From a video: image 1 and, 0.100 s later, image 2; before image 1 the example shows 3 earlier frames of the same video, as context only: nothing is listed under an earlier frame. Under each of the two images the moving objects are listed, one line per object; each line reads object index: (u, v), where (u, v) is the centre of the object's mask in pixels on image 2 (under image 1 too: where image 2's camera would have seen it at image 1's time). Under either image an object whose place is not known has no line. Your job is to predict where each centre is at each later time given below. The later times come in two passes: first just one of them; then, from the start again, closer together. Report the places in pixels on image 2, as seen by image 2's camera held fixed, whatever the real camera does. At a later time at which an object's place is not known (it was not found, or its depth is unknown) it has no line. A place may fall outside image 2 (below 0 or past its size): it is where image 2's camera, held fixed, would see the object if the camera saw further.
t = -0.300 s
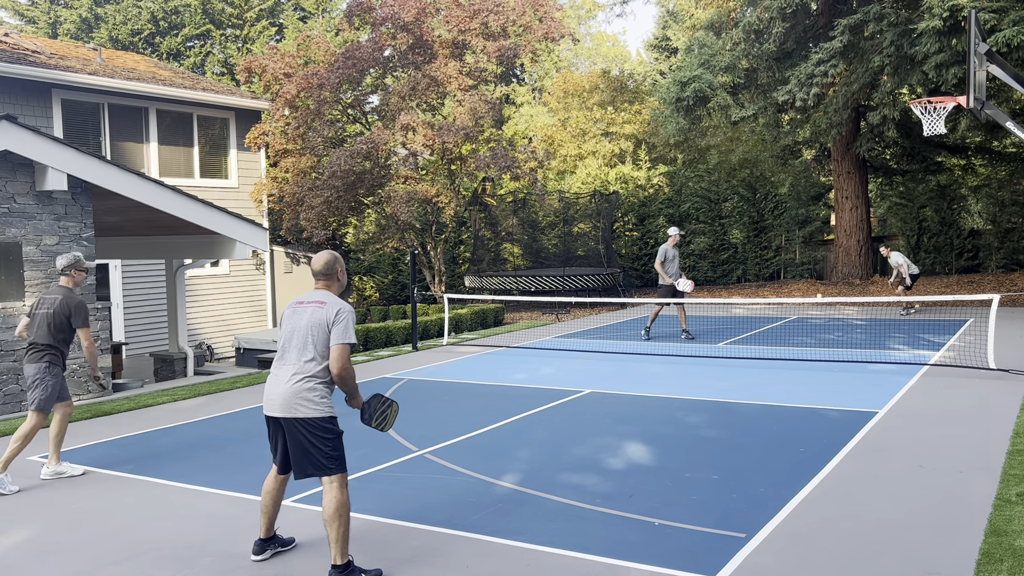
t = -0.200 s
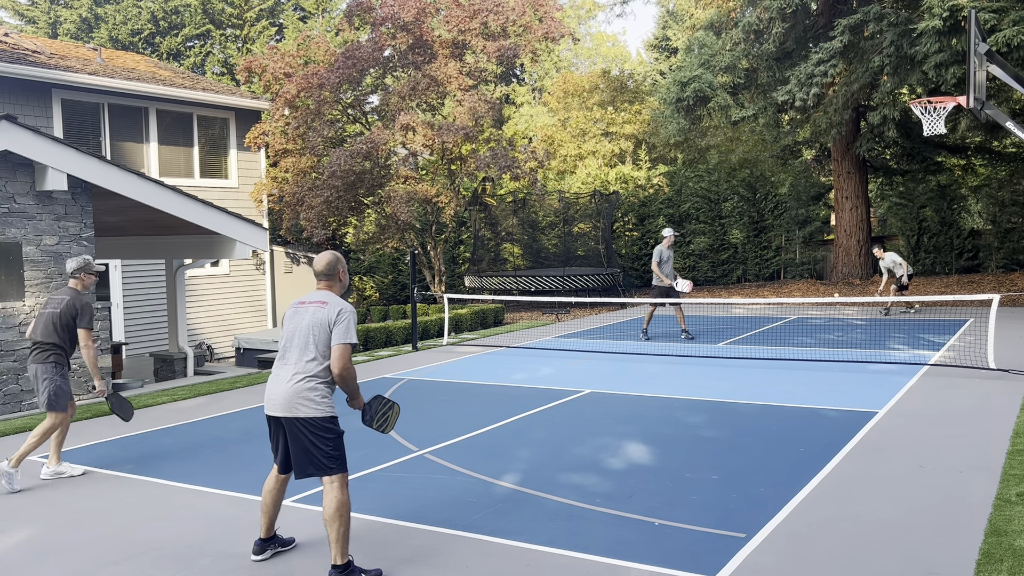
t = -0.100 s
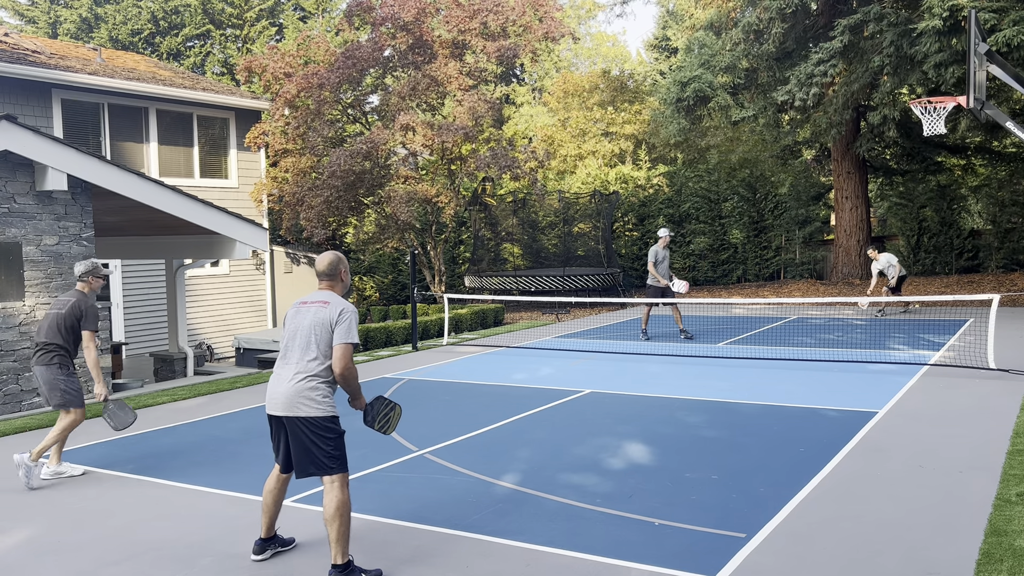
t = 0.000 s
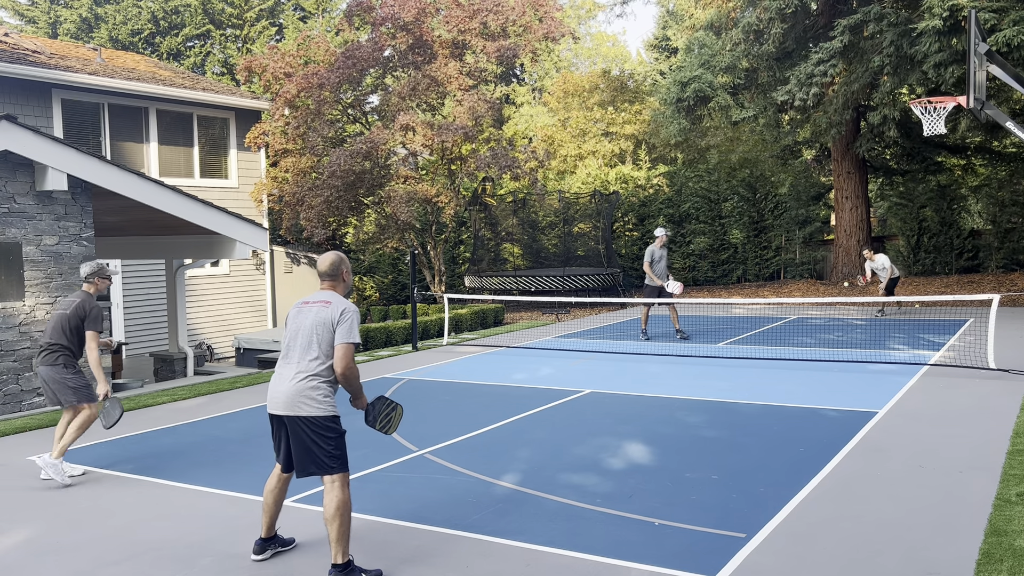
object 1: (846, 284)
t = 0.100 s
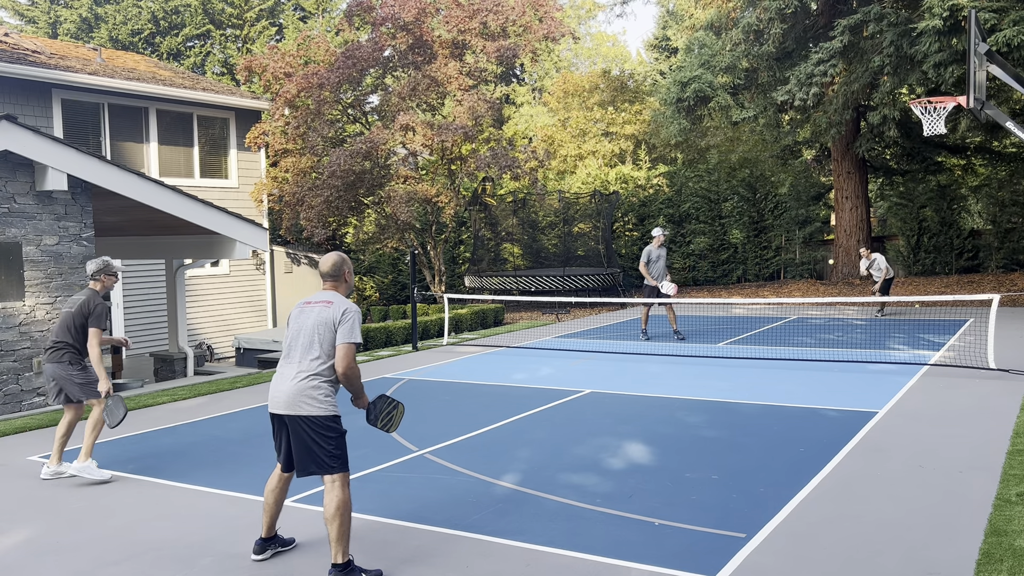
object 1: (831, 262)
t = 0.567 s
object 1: (749, 222)
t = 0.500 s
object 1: (762, 219)
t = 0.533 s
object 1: (756, 220)
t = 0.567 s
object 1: (749, 222)
